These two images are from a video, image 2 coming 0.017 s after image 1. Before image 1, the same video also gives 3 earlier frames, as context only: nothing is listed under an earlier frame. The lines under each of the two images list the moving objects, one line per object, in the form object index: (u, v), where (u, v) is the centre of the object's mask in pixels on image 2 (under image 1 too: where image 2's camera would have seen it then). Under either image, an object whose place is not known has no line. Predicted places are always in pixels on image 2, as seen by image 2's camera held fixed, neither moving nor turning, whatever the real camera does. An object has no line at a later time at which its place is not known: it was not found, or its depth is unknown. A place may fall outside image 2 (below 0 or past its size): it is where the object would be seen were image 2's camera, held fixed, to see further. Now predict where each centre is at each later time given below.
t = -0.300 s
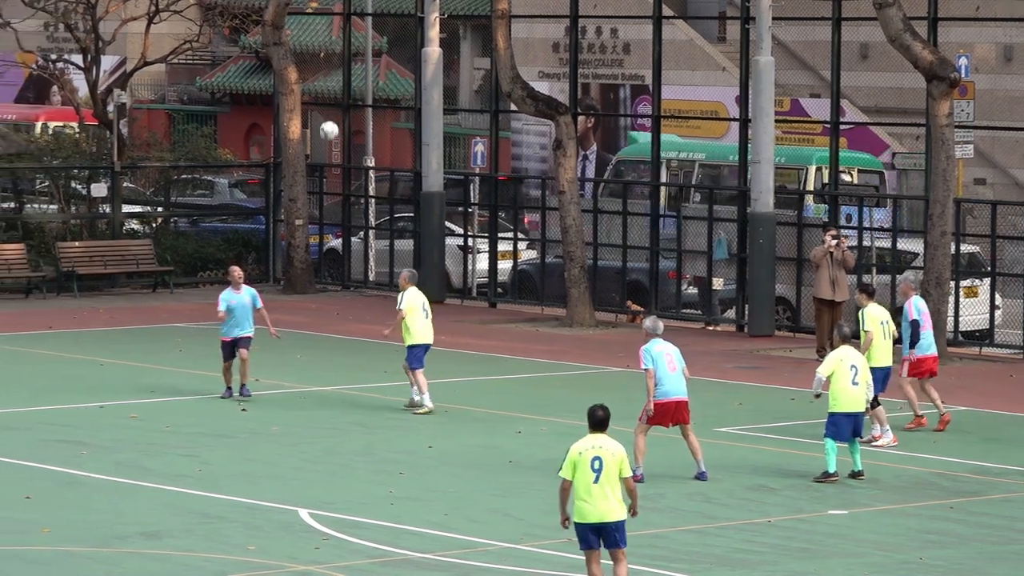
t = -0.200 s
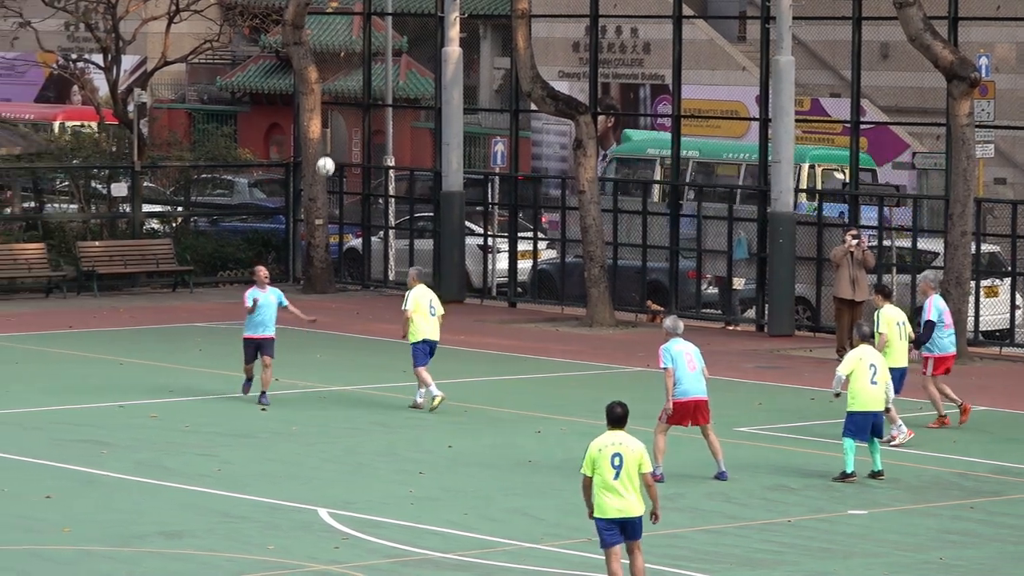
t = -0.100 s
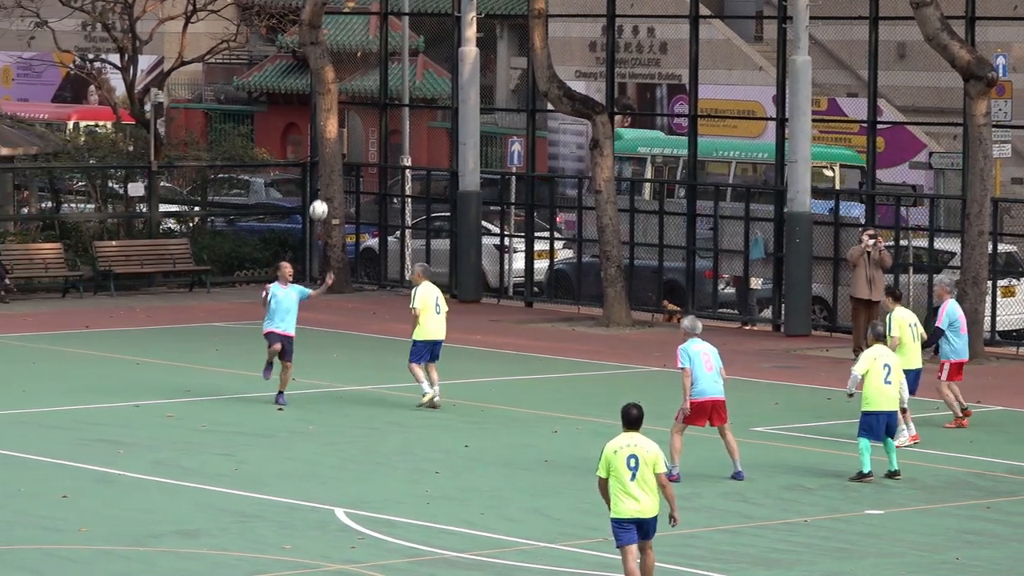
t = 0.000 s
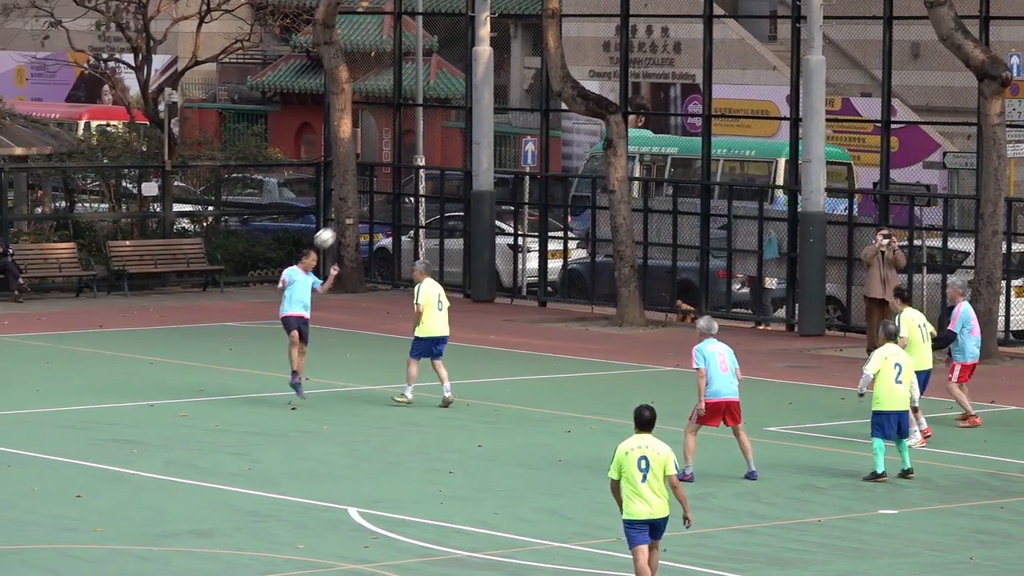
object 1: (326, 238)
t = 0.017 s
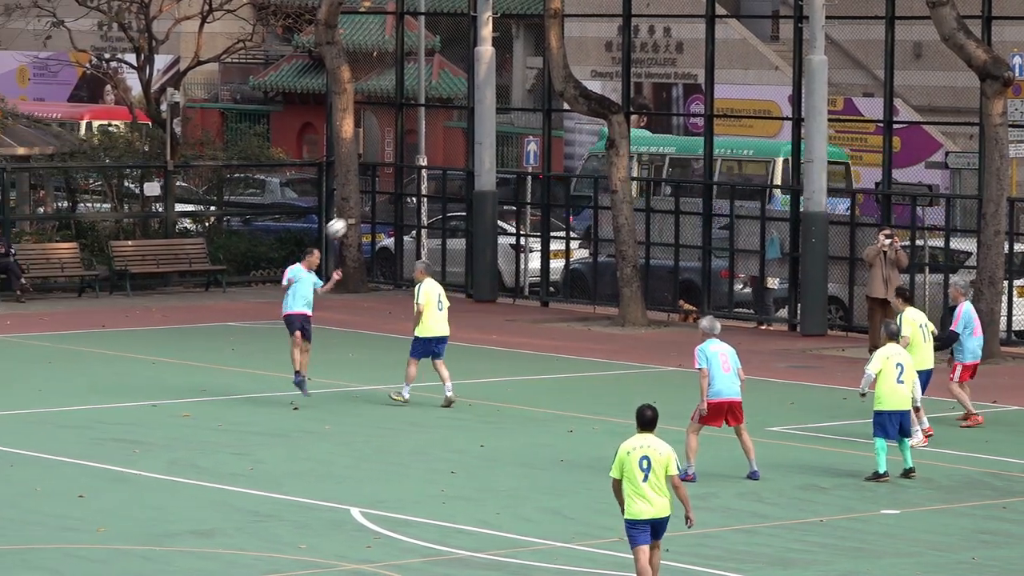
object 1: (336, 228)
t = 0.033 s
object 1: (346, 219)
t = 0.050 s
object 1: (356, 209)
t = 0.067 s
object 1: (367, 199)
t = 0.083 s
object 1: (376, 191)
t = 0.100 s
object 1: (386, 183)
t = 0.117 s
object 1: (397, 173)
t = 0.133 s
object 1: (407, 166)
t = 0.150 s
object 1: (416, 157)
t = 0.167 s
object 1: (427, 148)
